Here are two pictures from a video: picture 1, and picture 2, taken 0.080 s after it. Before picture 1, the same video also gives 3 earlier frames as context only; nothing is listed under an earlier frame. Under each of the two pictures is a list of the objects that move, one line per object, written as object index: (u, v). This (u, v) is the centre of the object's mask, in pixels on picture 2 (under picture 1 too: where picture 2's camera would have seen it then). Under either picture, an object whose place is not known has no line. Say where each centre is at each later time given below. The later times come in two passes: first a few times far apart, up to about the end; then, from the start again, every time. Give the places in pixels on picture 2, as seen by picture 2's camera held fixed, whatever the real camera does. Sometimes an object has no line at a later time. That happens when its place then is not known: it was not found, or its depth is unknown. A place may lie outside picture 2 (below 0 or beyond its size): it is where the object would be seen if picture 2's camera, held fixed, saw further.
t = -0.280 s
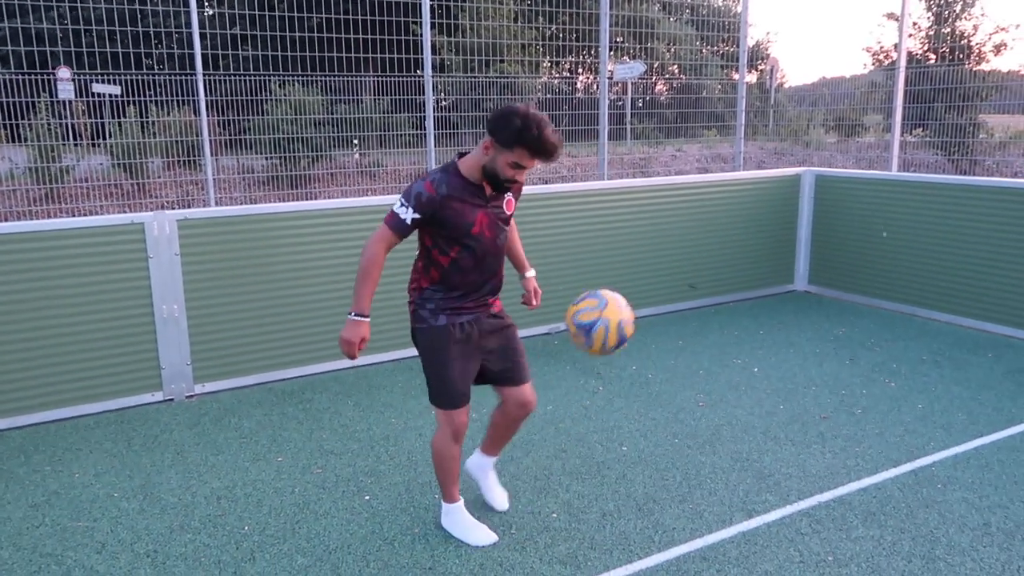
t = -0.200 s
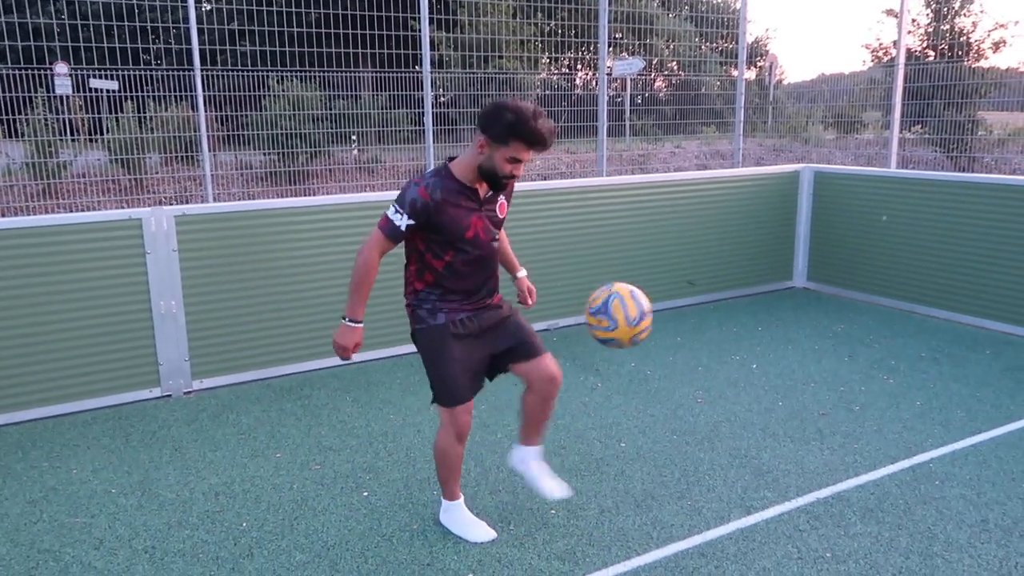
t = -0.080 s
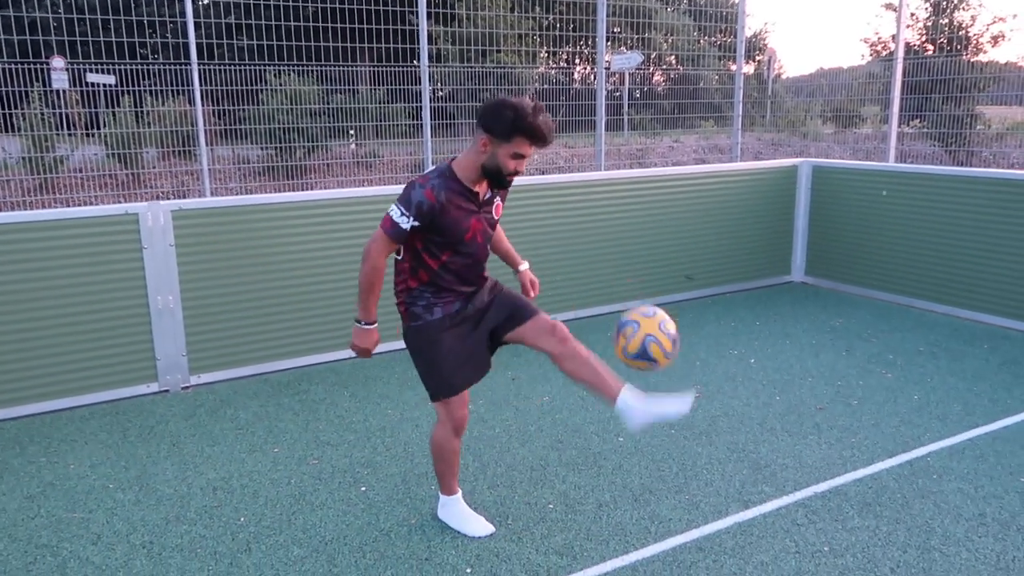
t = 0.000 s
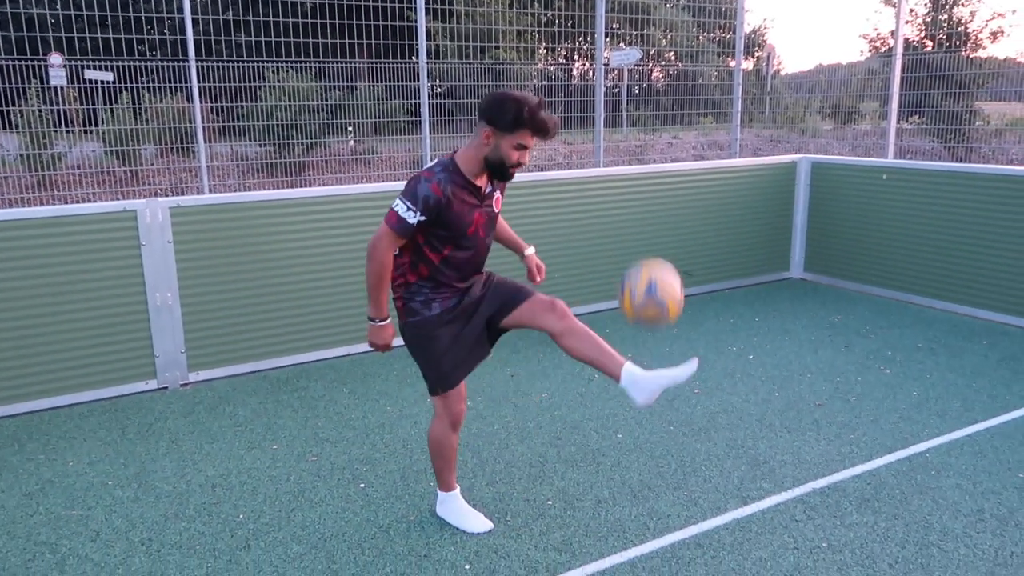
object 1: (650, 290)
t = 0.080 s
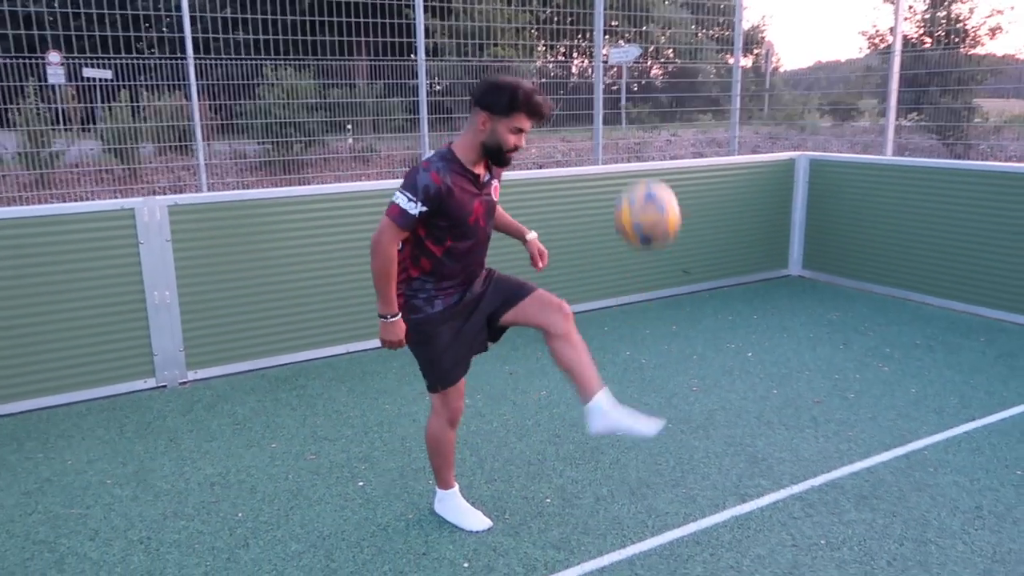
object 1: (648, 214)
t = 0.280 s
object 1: (638, 94)
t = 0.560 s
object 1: (626, 124)
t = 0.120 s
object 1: (647, 182)
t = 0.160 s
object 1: (644, 152)
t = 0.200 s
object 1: (642, 128)
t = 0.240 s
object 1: (641, 108)
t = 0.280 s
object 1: (638, 94)
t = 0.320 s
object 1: (637, 85)
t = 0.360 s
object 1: (635, 78)
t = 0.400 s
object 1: (633, 77)
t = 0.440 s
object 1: (630, 80)
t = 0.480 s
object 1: (629, 92)
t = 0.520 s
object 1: (627, 106)
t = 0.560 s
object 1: (626, 124)
